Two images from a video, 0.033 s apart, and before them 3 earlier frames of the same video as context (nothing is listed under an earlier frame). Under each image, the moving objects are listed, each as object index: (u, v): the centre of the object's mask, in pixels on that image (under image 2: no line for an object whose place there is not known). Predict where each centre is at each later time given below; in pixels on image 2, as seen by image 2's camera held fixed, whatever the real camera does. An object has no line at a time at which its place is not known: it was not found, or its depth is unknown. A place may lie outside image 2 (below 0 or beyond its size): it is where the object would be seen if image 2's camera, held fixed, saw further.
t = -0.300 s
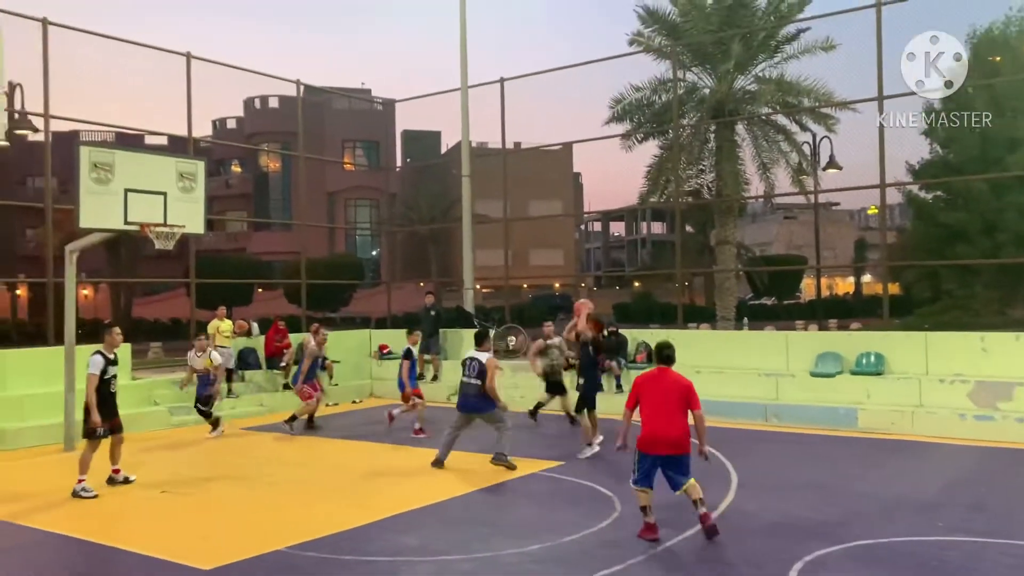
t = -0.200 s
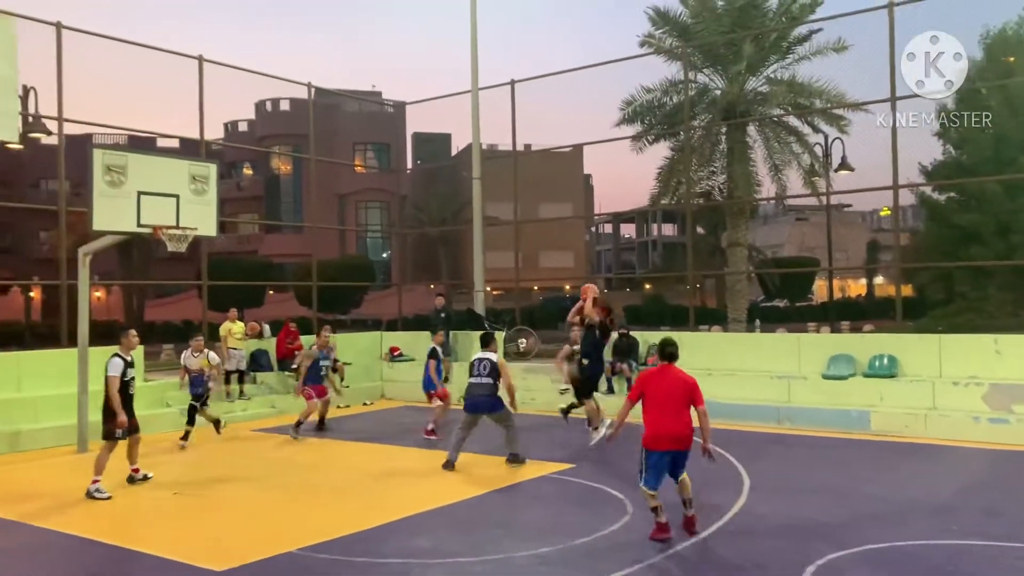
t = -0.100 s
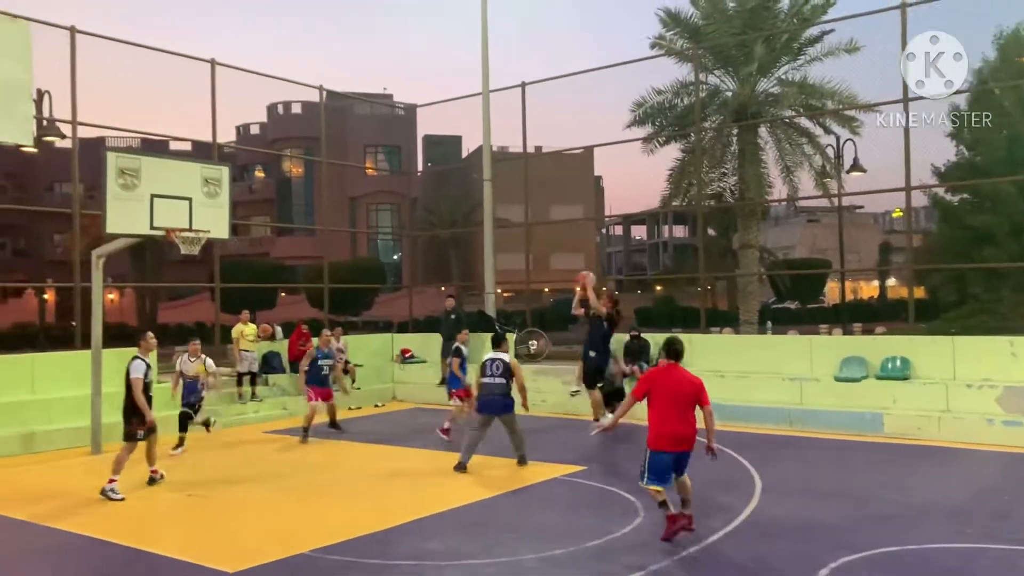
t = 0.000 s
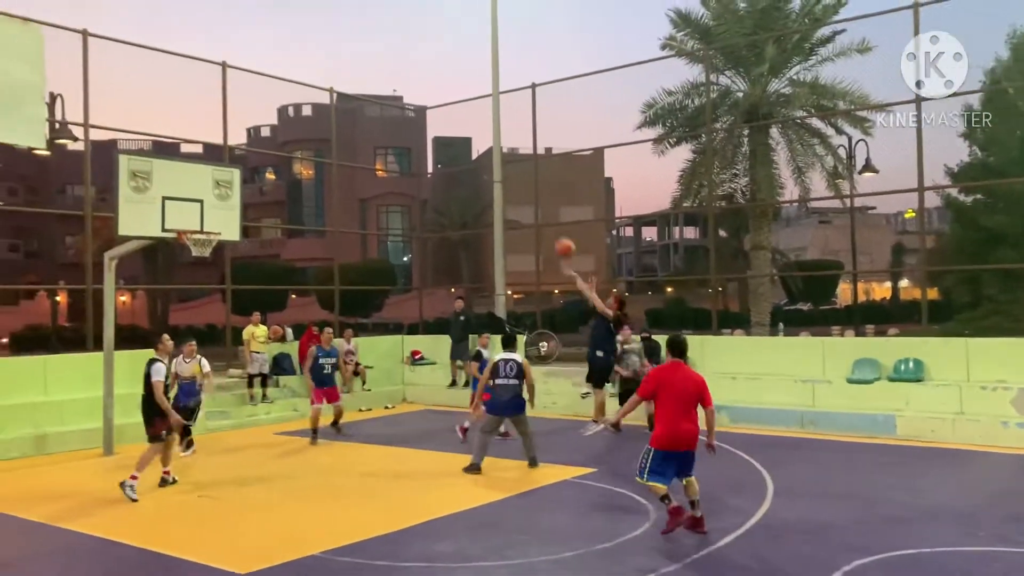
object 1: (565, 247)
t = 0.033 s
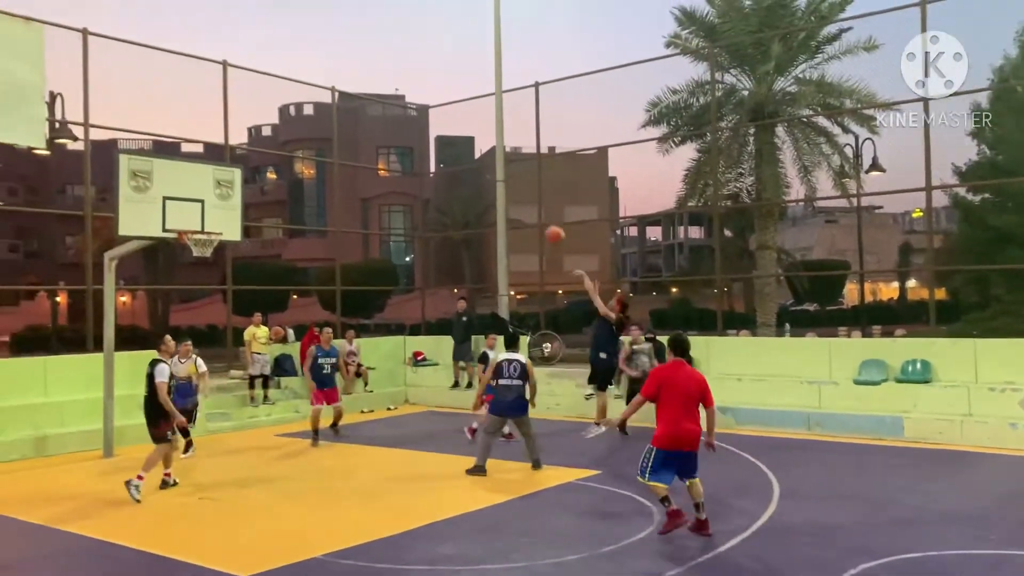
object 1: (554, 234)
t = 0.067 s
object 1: (541, 223)
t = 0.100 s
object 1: (528, 212)
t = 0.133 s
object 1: (514, 204)
